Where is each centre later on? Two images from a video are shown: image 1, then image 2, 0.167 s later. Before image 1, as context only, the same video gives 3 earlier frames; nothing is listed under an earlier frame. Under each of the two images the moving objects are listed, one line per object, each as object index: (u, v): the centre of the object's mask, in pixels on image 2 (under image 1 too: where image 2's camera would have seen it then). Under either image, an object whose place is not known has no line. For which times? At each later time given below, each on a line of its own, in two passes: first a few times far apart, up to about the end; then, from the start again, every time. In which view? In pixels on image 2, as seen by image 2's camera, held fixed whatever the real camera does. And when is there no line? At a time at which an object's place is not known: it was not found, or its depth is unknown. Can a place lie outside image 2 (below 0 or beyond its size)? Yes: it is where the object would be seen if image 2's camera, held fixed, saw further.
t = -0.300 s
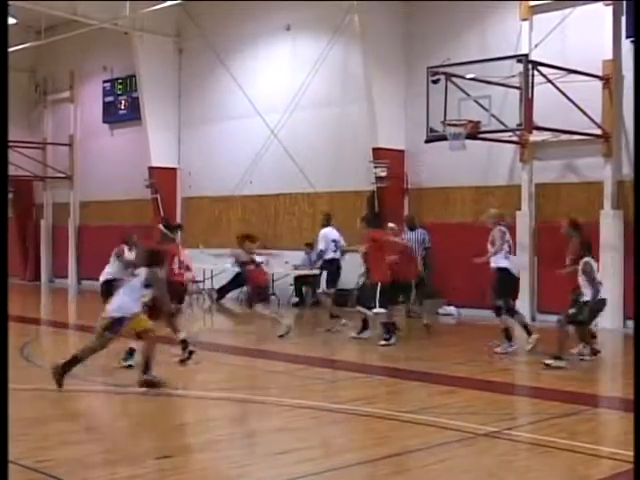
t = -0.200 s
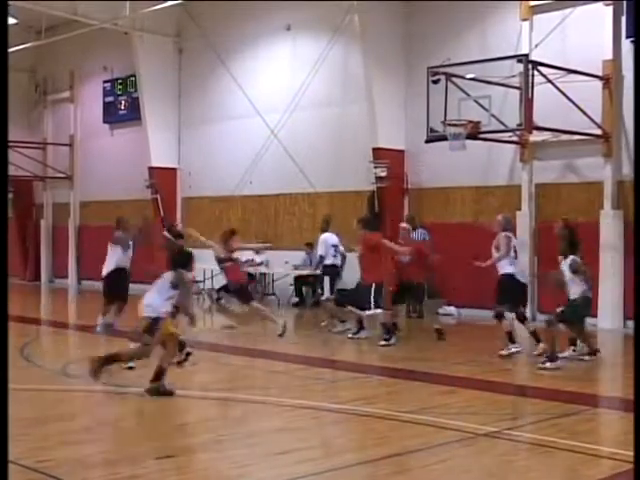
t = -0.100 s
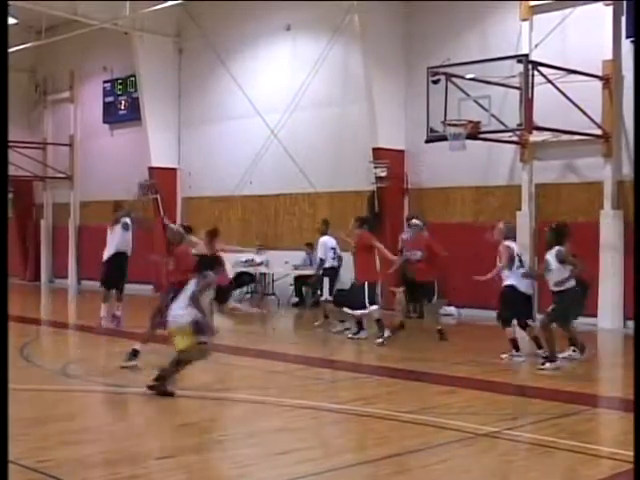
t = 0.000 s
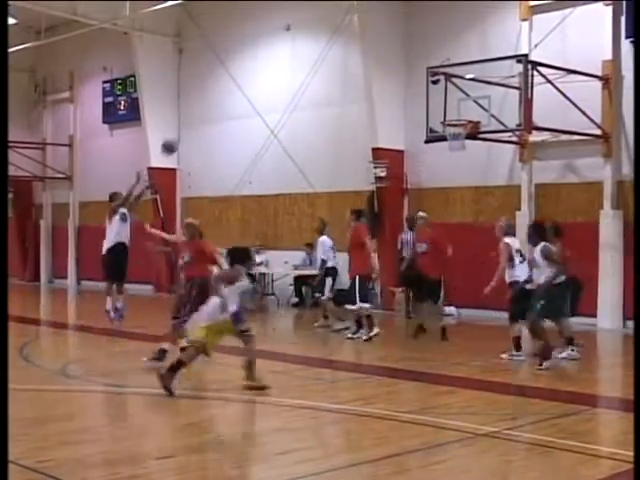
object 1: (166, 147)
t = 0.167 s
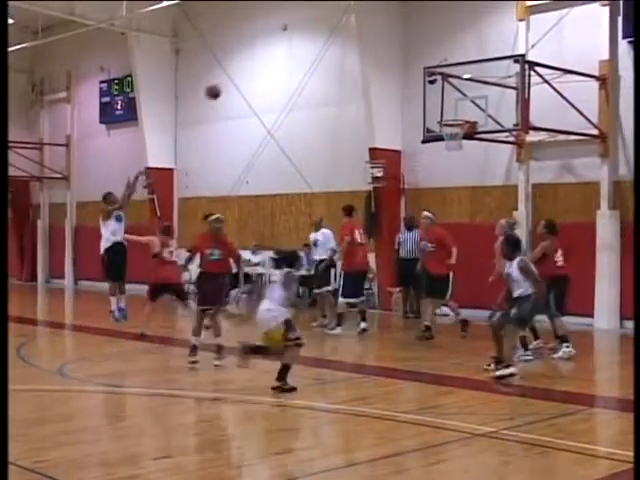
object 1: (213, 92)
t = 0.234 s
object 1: (231, 75)
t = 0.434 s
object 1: (286, 44)
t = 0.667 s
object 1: (348, 43)
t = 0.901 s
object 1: (410, 78)
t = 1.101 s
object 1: (463, 131)
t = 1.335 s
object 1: (465, 147)
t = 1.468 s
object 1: (465, 170)
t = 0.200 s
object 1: (222, 83)
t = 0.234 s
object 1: (231, 75)
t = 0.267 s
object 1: (240, 68)
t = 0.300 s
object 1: (250, 62)
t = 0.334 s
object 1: (259, 56)
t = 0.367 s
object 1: (268, 51)
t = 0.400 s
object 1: (277, 48)
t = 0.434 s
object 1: (286, 44)
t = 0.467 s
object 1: (295, 42)
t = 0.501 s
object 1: (304, 40)
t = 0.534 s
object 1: (313, 39)
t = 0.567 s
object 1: (321, 39)
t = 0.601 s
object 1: (330, 39)
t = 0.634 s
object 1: (339, 41)
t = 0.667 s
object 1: (348, 43)
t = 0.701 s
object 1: (357, 46)
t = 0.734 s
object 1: (366, 49)
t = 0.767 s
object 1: (375, 53)
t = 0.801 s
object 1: (384, 58)
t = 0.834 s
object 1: (393, 64)
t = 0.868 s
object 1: (402, 71)
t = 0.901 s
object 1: (410, 78)
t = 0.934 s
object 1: (418, 86)
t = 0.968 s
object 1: (429, 94)
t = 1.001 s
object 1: (436, 104)
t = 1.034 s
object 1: (446, 113)
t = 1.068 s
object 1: (455, 122)
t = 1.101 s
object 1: (463, 131)
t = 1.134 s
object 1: (466, 134)
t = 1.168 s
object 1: (466, 134)
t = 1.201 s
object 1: (465, 139)
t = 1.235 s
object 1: (466, 140)
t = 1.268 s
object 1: (465, 141)
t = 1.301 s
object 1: (465, 143)
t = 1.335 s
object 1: (465, 147)
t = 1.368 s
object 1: (465, 152)
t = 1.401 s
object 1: (465, 157)
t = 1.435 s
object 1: (465, 163)
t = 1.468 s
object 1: (465, 170)
